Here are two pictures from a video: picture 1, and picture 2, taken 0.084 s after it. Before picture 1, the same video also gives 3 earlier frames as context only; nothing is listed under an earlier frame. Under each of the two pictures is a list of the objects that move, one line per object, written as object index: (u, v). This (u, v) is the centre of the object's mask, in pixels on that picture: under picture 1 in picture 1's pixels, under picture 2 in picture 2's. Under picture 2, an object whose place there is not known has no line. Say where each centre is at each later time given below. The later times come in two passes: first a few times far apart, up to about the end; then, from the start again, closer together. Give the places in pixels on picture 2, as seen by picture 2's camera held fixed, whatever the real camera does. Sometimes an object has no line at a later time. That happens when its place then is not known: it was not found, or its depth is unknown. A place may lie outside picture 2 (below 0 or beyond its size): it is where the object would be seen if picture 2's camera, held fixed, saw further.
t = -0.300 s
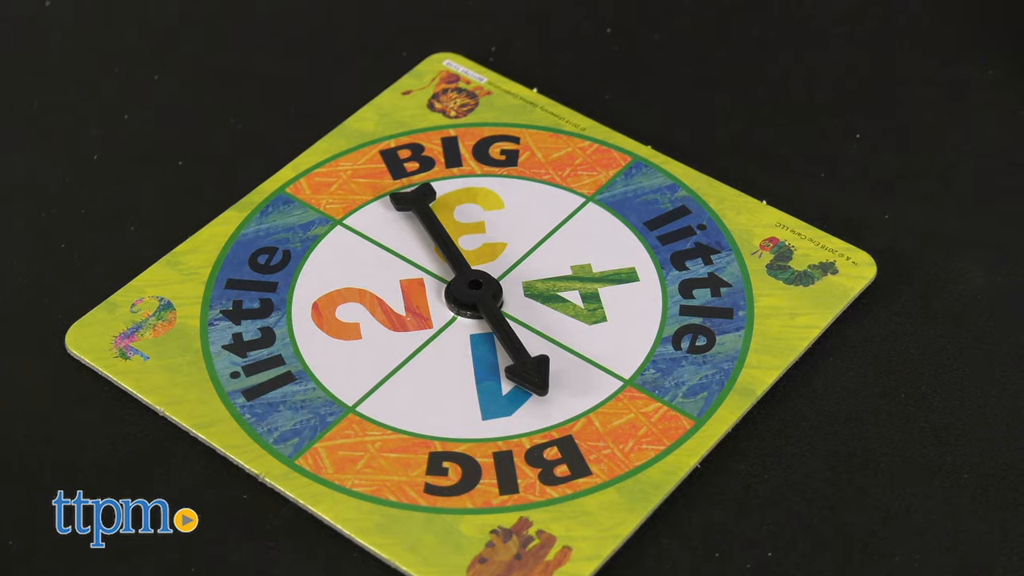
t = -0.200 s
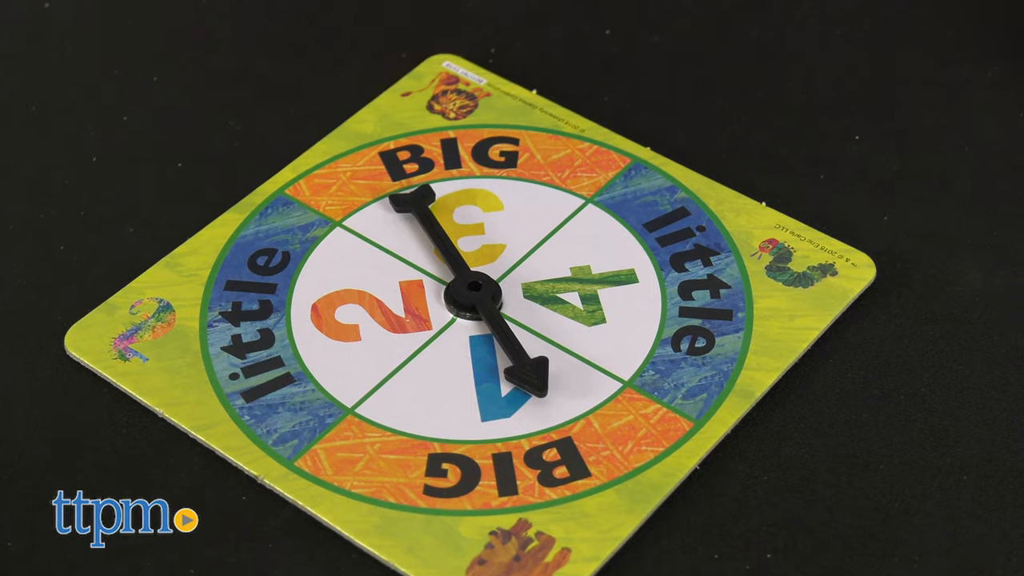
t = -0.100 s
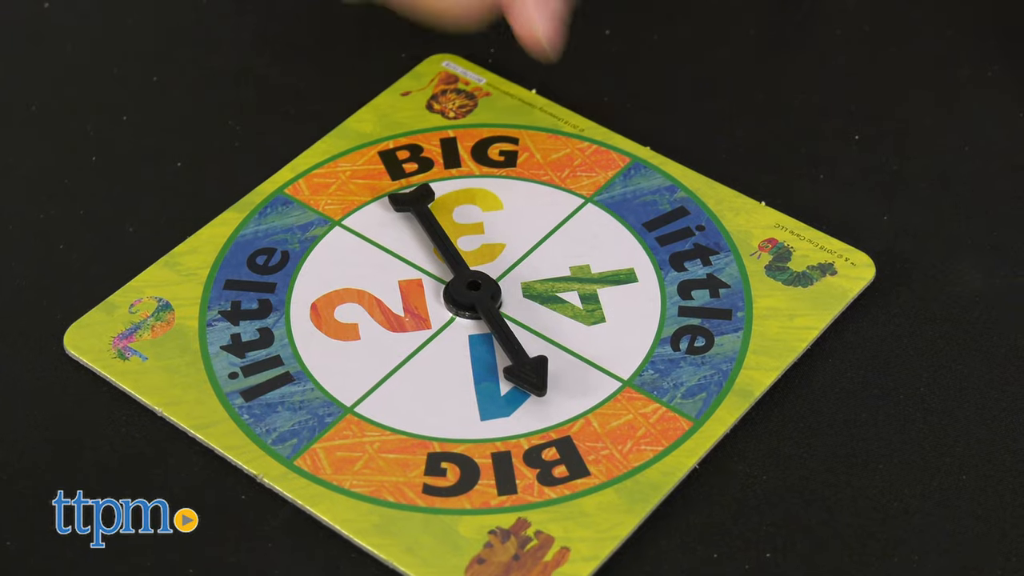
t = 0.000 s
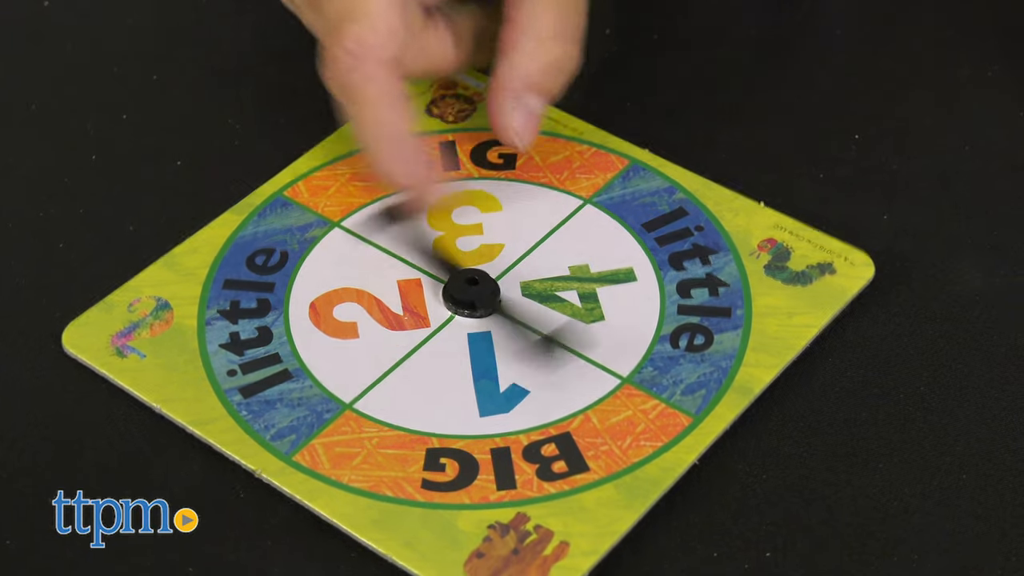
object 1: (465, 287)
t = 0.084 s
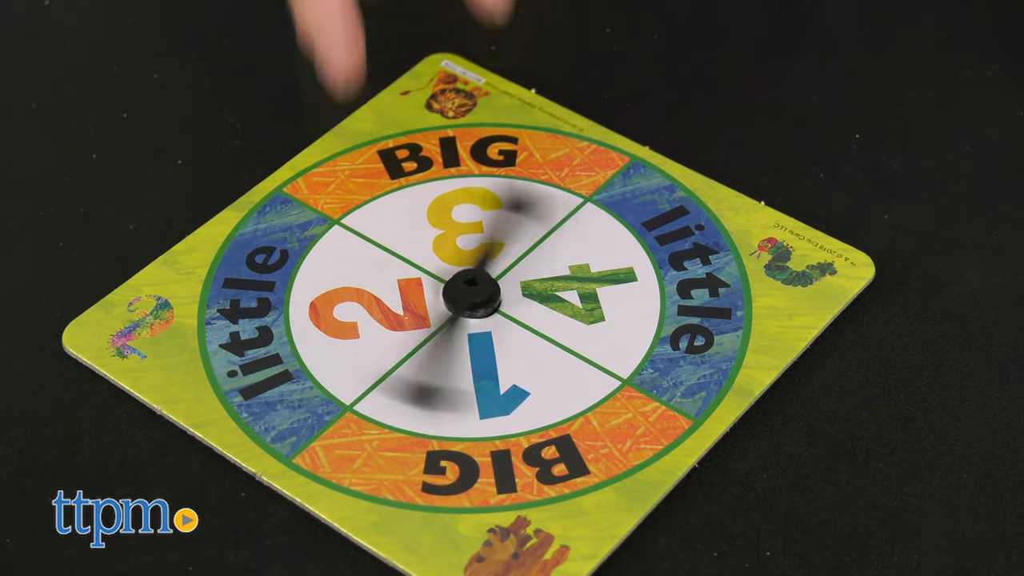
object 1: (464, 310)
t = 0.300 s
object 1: (473, 290)
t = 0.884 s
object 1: (475, 287)
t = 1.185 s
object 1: (476, 288)
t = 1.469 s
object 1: (477, 288)
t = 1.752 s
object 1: (476, 288)
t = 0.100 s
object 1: (471, 287)
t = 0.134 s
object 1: (476, 287)
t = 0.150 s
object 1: (469, 284)
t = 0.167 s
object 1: (443, 283)
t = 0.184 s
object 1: (474, 285)
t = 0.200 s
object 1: (472, 286)
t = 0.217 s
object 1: (470, 287)
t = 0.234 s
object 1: (469, 287)
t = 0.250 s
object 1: (469, 290)
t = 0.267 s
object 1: (472, 288)
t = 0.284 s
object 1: (473, 286)
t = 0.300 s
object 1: (473, 290)
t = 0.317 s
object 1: (473, 288)
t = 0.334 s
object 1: (475, 290)
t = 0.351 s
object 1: (475, 291)
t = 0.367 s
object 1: (474, 288)
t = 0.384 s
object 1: (476, 288)
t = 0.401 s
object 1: (475, 287)
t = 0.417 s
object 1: (475, 287)
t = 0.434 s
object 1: (476, 288)
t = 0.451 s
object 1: (477, 287)
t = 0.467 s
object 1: (477, 287)
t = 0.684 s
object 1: (476, 288)
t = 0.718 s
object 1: (476, 287)
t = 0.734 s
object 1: (476, 287)
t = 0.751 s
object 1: (476, 287)
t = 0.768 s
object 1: (476, 287)
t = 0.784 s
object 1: (476, 287)
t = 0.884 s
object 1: (475, 287)
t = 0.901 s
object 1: (475, 287)
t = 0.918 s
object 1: (474, 287)
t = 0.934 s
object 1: (474, 287)
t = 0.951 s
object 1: (474, 287)
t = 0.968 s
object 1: (474, 287)
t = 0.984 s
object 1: (474, 287)
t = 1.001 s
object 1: (473, 287)
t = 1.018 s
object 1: (474, 287)
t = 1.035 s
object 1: (474, 287)
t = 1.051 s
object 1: (474, 287)
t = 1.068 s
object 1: (474, 287)
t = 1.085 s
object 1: (474, 287)
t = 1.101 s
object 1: (474, 287)
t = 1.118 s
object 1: (475, 287)
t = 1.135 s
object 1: (474, 287)
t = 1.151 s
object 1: (476, 288)
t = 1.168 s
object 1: (476, 288)
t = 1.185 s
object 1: (476, 288)
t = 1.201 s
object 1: (477, 288)
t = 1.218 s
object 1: (476, 288)
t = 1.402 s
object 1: (477, 287)
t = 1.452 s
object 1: (477, 288)
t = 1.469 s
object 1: (477, 288)
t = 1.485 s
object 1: (477, 288)
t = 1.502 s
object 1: (477, 288)
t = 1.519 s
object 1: (477, 288)
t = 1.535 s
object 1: (477, 288)
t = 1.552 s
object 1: (477, 288)
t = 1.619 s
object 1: (477, 288)
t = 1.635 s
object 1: (477, 288)
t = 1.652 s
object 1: (477, 288)
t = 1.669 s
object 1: (476, 288)
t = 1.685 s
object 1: (477, 288)
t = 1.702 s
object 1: (477, 288)
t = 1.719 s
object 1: (477, 288)
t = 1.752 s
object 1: (476, 288)
